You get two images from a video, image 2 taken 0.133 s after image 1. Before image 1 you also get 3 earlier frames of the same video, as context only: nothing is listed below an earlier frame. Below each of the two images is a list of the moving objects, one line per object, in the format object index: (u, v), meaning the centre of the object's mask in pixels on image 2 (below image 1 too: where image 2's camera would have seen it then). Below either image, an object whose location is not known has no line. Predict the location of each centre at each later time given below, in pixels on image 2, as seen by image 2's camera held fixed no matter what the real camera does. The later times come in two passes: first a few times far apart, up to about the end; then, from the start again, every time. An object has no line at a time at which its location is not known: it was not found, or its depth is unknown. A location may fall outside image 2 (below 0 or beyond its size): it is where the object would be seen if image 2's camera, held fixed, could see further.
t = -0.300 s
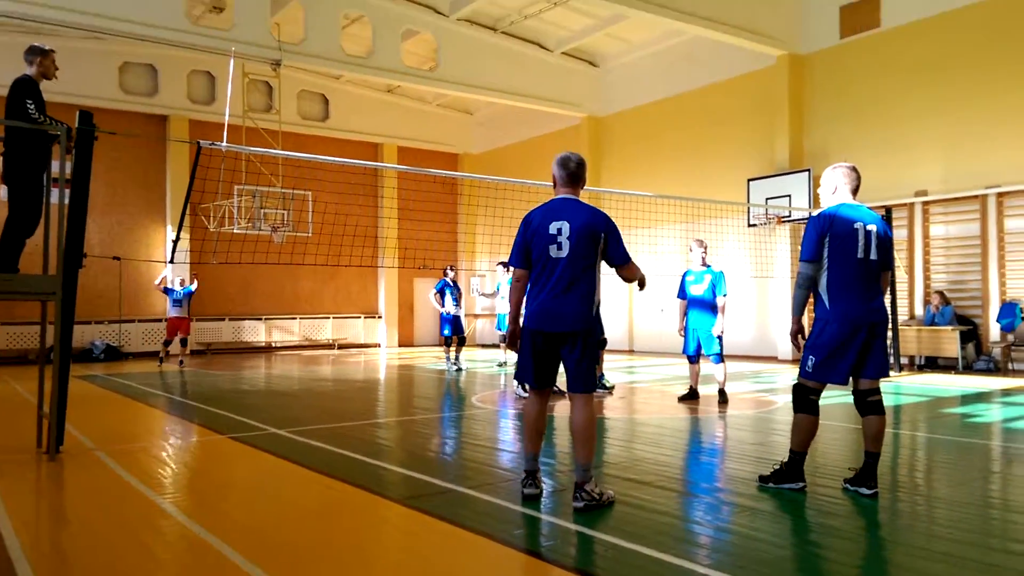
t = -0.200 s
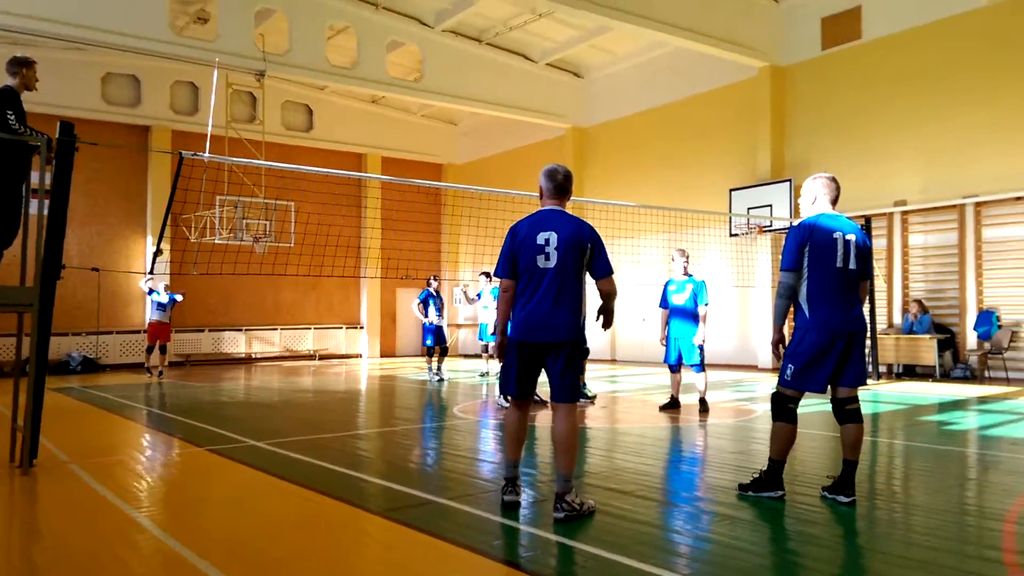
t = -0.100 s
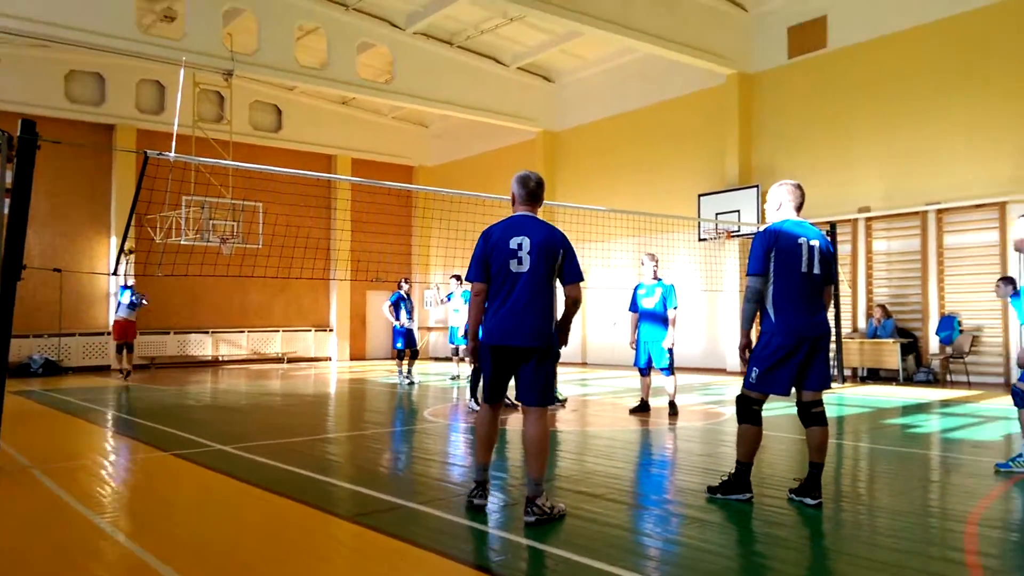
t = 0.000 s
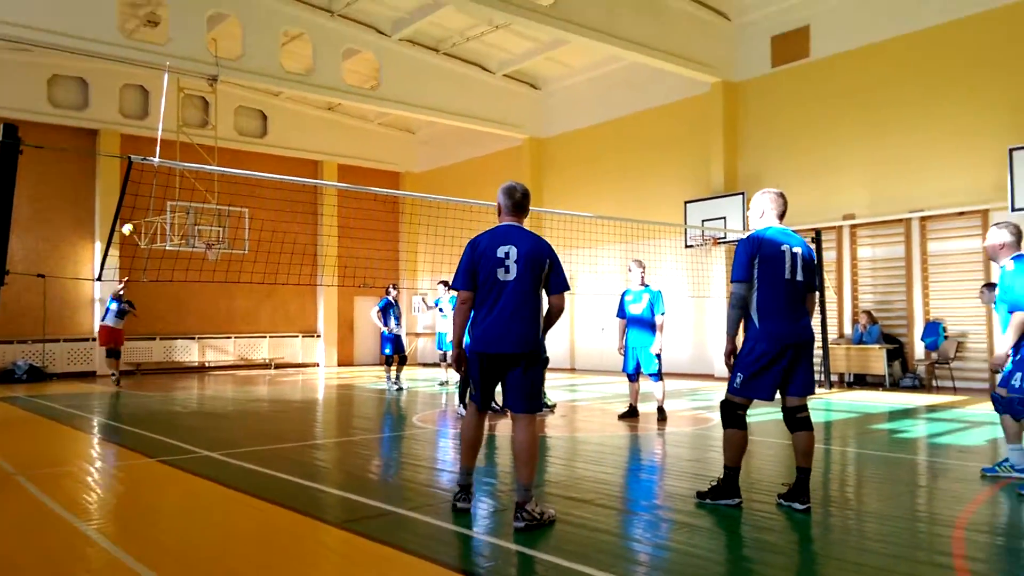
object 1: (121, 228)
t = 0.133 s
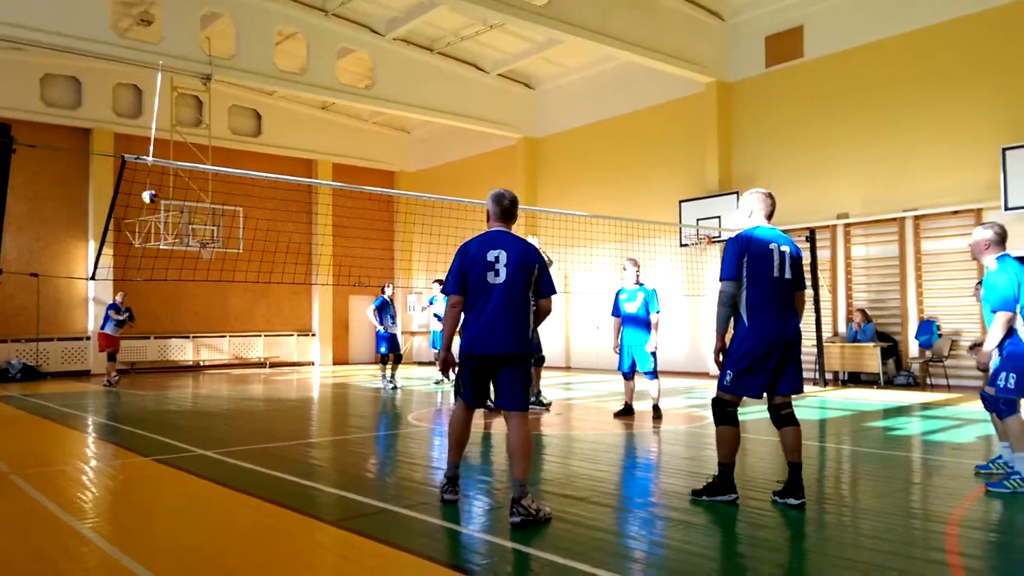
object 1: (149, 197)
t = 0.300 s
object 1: (189, 164)
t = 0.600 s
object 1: (311, 147)
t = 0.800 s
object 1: (461, 197)
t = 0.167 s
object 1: (156, 190)
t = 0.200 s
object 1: (164, 182)
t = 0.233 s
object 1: (172, 176)
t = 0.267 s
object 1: (180, 172)
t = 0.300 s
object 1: (189, 164)
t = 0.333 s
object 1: (201, 159)
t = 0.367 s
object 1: (211, 155)
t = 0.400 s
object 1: (223, 152)
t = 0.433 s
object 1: (236, 149)
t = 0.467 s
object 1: (249, 147)
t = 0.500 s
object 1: (263, 145)
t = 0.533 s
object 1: (278, 145)
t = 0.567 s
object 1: (293, 146)
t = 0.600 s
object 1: (311, 147)
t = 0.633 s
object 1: (331, 152)
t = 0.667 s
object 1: (352, 156)
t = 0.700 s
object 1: (374, 163)
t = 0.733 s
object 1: (400, 172)
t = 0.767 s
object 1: (429, 183)
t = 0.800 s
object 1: (461, 197)
